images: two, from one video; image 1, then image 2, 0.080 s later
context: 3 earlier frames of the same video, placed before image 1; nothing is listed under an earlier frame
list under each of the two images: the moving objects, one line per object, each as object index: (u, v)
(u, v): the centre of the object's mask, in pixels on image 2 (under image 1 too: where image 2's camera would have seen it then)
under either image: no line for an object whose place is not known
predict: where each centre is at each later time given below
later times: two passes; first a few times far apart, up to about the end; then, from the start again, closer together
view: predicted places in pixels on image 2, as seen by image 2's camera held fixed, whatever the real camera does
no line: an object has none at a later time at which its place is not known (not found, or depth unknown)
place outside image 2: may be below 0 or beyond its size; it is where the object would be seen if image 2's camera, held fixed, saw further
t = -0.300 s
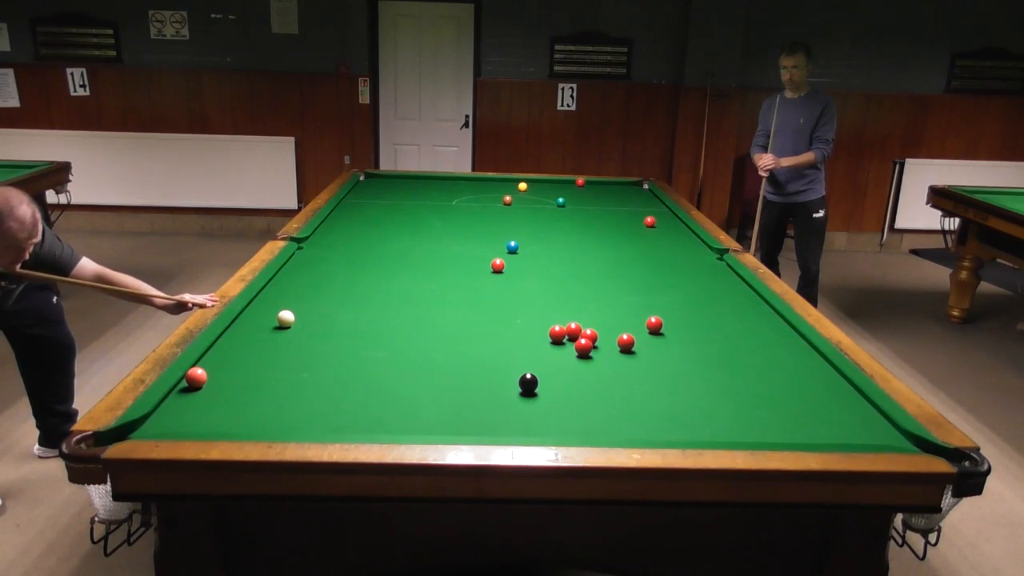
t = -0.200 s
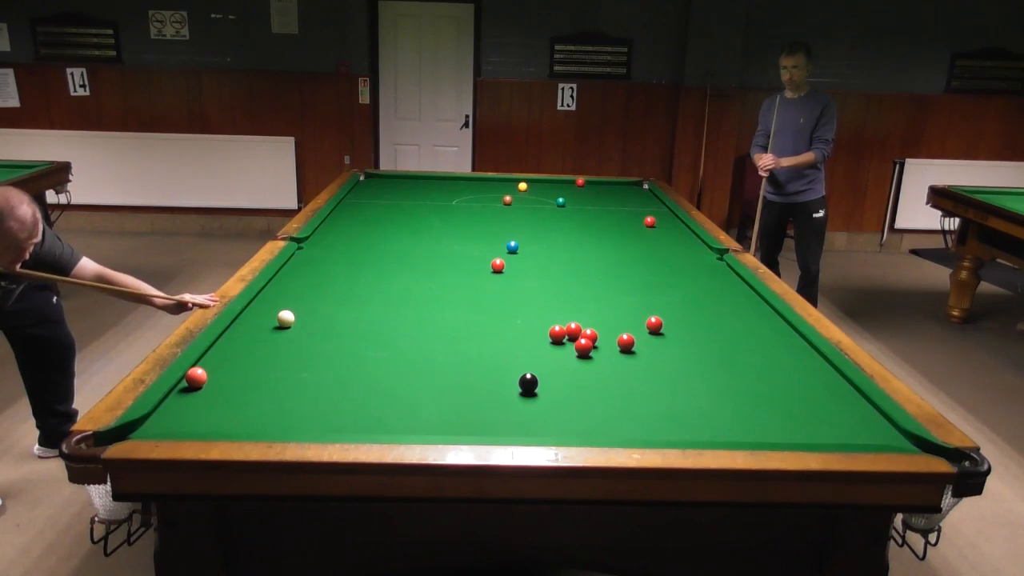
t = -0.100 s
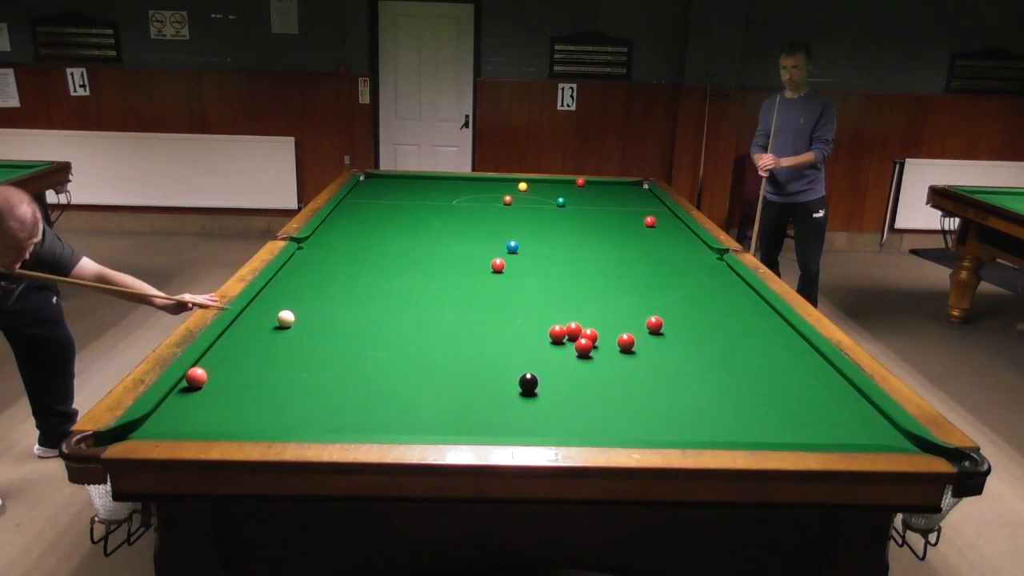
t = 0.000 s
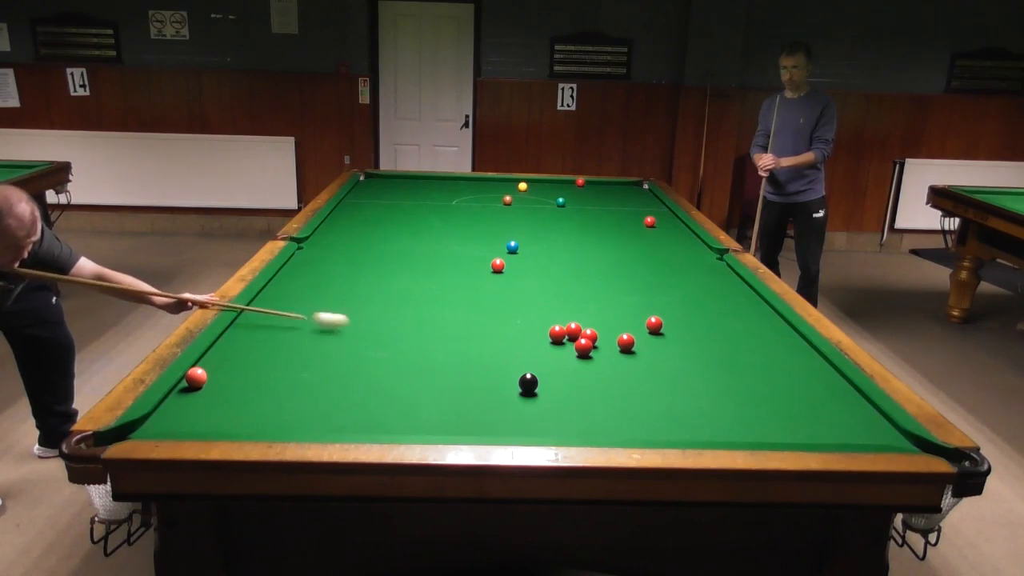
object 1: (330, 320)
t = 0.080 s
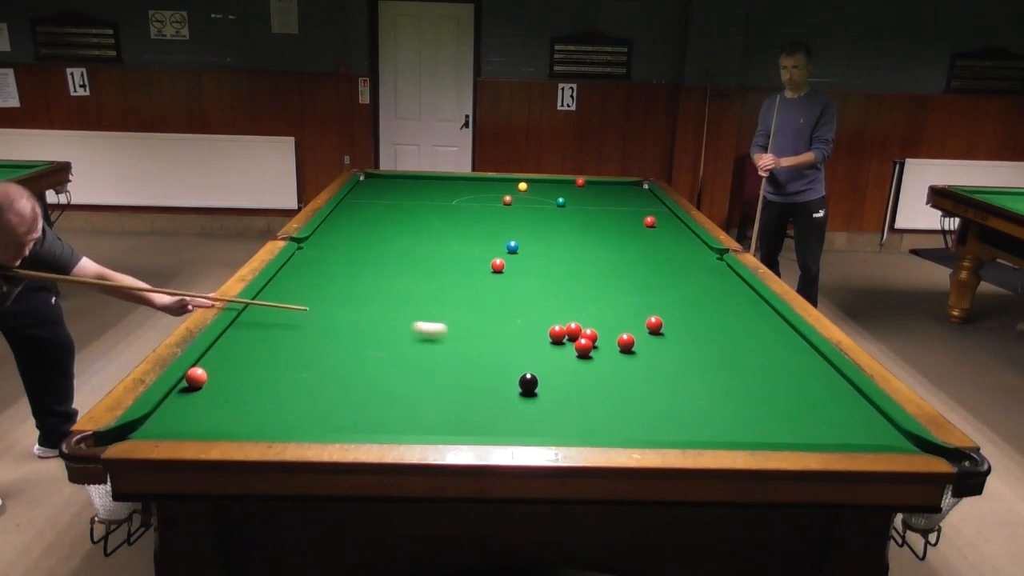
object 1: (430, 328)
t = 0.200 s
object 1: (571, 341)
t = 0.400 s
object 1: (584, 336)
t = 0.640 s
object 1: (625, 333)
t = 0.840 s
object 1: (659, 329)
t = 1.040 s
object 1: (691, 325)
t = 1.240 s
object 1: (720, 320)
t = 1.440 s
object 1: (747, 316)
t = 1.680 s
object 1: (767, 311)
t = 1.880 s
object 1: (746, 306)
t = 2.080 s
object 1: (726, 301)
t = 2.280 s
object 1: (708, 296)
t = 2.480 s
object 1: (692, 292)
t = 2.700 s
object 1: (675, 288)
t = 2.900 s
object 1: (661, 284)
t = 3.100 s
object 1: (649, 281)
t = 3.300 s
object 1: (637, 278)
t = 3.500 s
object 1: (627, 275)
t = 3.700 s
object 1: (617, 273)
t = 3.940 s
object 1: (607, 270)
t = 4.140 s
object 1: (600, 268)
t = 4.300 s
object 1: (594, 266)
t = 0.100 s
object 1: (455, 331)
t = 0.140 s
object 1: (503, 336)
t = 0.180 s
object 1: (552, 338)
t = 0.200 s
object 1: (571, 341)
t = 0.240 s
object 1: (573, 337)
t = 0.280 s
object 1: (572, 337)
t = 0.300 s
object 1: (574, 336)
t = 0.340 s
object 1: (577, 336)
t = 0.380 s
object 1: (581, 336)
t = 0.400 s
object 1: (584, 336)
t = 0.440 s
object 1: (590, 336)
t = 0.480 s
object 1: (597, 336)
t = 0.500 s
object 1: (602, 336)
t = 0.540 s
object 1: (610, 336)
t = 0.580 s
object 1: (615, 335)
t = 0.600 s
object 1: (619, 335)
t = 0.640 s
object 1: (625, 333)
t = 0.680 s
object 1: (632, 332)
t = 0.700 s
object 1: (636, 332)
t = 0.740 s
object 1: (643, 331)
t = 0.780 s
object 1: (649, 331)
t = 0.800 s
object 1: (653, 330)
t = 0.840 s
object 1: (659, 329)
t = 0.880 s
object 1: (666, 328)
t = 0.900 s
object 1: (669, 328)
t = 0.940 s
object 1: (675, 327)
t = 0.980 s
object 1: (682, 326)
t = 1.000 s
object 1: (684, 326)
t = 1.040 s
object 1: (691, 325)
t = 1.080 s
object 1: (697, 324)
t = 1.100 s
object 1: (700, 323)
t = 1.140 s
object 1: (706, 323)
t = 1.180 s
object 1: (711, 322)
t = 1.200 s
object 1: (714, 321)
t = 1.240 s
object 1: (720, 320)
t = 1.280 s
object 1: (726, 319)
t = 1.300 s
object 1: (728, 319)
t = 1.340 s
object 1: (734, 318)
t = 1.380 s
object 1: (739, 318)
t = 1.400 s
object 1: (742, 317)
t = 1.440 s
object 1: (747, 316)
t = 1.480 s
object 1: (752, 316)
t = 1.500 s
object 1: (755, 315)
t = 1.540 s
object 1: (760, 315)
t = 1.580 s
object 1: (765, 314)
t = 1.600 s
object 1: (768, 313)
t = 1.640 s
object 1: (772, 313)
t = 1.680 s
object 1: (767, 311)
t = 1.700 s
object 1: (765, 311)
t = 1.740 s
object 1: (760, 310)
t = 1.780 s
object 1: (756, 309)
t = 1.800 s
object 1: (754, 308)
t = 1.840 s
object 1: (750, 307)
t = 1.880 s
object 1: (746, 306)
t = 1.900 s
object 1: (744, 305)
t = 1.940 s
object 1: (740, 305)
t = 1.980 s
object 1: (736, 304)
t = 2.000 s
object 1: (734, 303)
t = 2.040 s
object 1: (730, 302)
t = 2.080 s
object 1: (726, 301)
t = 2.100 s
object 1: (724, 301)
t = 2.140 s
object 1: (721, 300)
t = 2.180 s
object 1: (717, 299)
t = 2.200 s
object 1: (715, 298)
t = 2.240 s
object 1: (712, 297)
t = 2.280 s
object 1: (708, 296)
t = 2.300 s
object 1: (706, 296)
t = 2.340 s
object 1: (703, 295)
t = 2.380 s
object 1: (700, 294)
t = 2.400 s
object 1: (698, 294)
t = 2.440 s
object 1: (695, 293)
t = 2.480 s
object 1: (692, 292)
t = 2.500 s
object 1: (690, 292)
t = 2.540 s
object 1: (687, 291)
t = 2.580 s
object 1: (684, 290)
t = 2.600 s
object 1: (683, 290)
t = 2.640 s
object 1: (680, 289)
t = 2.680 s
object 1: (677, 288)
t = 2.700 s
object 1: (675, 288)
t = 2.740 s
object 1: (672, 287)
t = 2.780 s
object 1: (669, 286)
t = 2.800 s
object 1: (668, 286)
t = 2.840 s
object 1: (665, 286)
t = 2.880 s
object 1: (663, 285)
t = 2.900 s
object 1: (661, 284)
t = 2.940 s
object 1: (659, 284)
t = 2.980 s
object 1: (656, 283)
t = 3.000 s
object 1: (655, 283)
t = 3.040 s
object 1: (653, 282)
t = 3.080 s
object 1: (650, 281)
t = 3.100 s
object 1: (649, 281)
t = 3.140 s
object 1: (646, 281)
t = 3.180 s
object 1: (644, 280)
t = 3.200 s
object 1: (643, 279)
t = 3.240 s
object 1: (641, 279)
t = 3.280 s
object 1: (638, 278)
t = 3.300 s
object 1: (637, 278)
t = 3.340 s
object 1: (635, 278)
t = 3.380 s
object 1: (633, 277)
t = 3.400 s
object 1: (632, 277)
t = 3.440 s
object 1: (630, 276)
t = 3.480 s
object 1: (628, 276)
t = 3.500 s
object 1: (627, 275)
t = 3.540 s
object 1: (625, 275)
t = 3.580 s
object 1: (623, 274)
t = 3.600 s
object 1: (622, 274)
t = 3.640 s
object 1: (620, 273)
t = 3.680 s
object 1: (618, 273)
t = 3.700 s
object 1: (617, 273)
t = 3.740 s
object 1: (616, 272)
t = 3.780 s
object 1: (614, 272)
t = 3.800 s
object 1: (613, 272)
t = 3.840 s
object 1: (612, 271)
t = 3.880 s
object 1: (610, 271)
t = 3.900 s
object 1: (609, 271)
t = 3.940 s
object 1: (607, 270)
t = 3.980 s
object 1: (606, 270)
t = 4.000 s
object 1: (605, 270)
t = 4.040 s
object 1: (603, 269)
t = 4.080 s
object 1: (602, 269)
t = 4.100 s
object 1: (601, 269)
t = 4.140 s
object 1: (600, 268)
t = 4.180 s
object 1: (598, 268)
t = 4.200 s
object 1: (597, 268)
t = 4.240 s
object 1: (596, 267)
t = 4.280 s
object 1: (595, 267)
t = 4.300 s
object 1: (594, 266)
